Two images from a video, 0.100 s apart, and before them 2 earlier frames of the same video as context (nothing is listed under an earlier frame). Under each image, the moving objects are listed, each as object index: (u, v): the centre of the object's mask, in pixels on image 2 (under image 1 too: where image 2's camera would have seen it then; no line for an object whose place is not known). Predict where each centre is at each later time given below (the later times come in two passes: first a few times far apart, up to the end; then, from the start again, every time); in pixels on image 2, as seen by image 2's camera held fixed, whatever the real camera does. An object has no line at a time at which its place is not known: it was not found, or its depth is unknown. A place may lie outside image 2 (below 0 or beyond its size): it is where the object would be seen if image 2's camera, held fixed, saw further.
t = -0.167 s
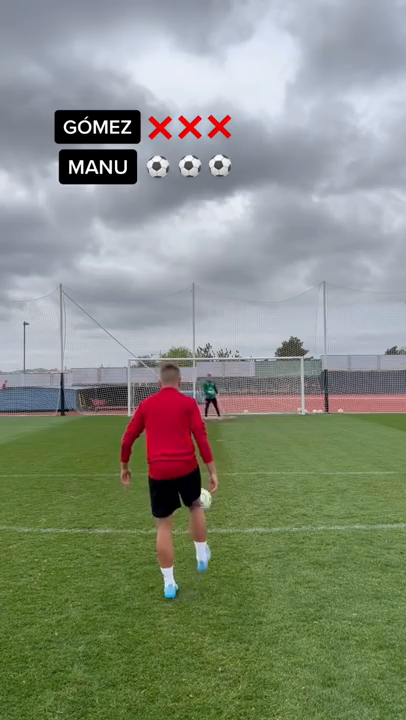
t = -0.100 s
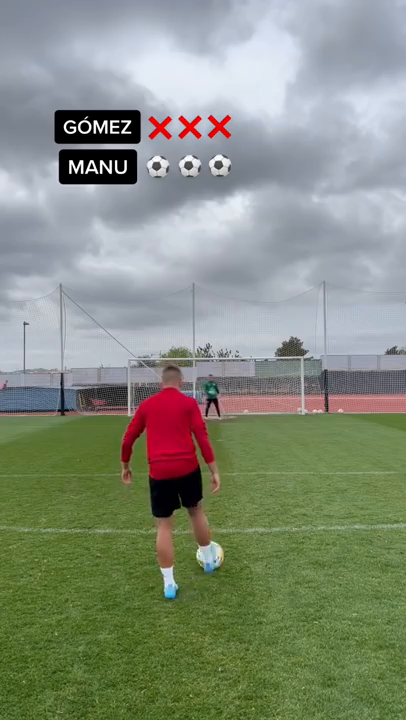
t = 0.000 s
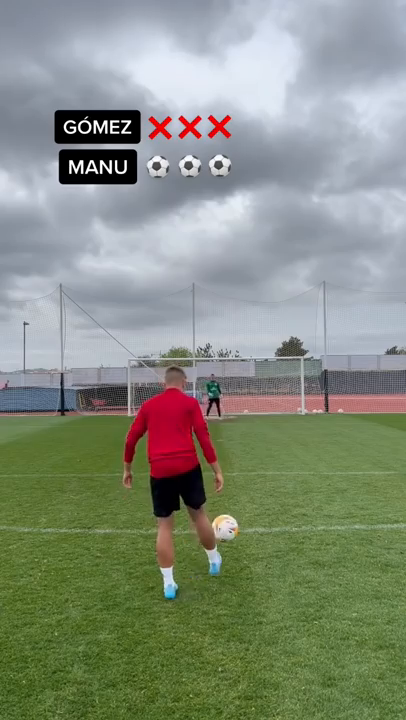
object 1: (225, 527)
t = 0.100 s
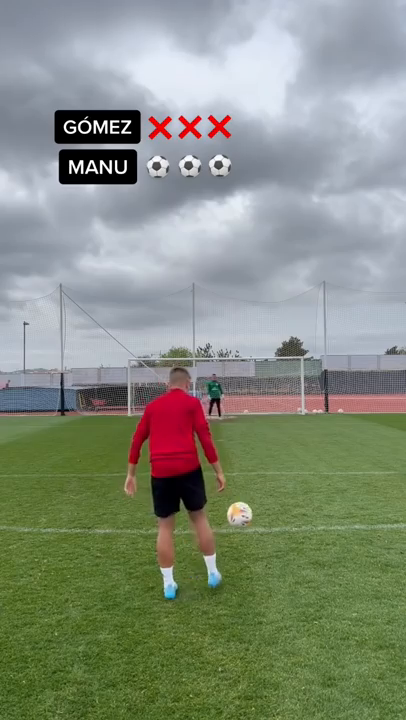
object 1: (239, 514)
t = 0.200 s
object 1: (253, 513)
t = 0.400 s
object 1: (272, 516)
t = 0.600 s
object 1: (284, 515)
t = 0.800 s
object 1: (295, 511)
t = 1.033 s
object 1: (308, 506)
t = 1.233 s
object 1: (316, 501)
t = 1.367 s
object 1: (322, 500)
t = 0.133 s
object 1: (244, 512)
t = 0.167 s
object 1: (248, 512)
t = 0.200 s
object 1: (253, 513)
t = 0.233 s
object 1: (256, 515)
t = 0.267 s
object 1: (261, 518)
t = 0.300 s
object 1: (264, 523)
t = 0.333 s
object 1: (268, 525)
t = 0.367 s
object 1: (270, 519)
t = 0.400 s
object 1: (272, 516)
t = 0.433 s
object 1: (274, 512)
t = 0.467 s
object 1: (276, 511)
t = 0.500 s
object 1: (278, 510)
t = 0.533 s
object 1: (280, 511)
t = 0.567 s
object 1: (282, 512)
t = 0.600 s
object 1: (284, 515)
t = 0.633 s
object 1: (286, 516)
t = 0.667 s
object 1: (288, 513)
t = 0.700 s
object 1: (290, 512)
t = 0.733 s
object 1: (291, 511)
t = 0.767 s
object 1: (293, 511)
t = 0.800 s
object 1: (295, 511)
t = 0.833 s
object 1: (297, 510)
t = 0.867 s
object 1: (299, 509)
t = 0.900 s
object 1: (301, 508)
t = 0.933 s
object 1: (303, 508)
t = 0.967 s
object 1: (305, 507)
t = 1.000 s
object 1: (306, 507)
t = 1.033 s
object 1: (308, 506)
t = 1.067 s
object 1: (309, 505)
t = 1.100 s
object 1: (311, 504)
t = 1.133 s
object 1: (312, 504)
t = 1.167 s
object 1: (314, 503)
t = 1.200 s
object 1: (315, 502)
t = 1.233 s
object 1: (316, 501)
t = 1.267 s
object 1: (318, 501)
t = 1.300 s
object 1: (319, 501)
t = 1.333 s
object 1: (321, 500)
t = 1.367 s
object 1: (322, 500)
